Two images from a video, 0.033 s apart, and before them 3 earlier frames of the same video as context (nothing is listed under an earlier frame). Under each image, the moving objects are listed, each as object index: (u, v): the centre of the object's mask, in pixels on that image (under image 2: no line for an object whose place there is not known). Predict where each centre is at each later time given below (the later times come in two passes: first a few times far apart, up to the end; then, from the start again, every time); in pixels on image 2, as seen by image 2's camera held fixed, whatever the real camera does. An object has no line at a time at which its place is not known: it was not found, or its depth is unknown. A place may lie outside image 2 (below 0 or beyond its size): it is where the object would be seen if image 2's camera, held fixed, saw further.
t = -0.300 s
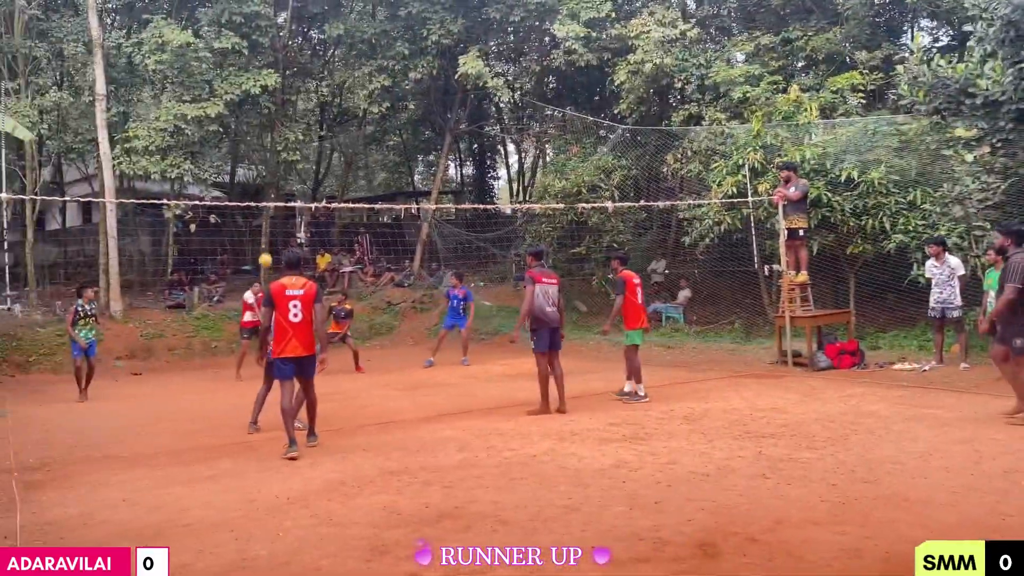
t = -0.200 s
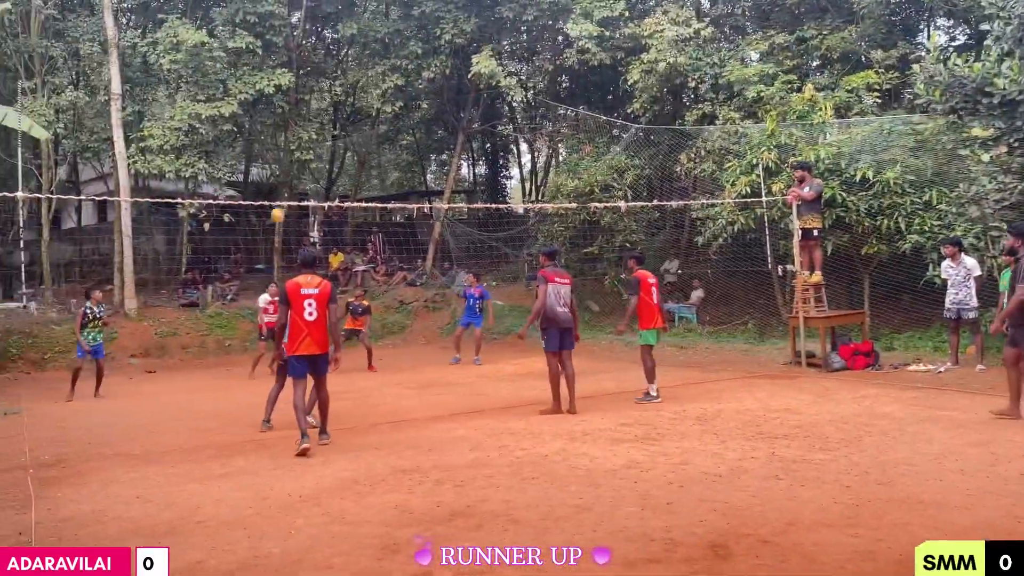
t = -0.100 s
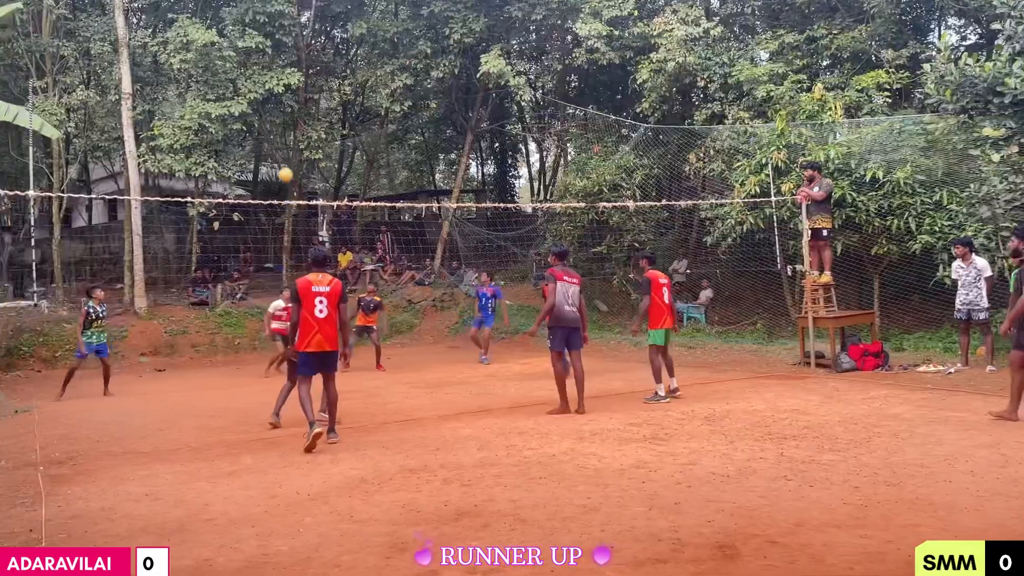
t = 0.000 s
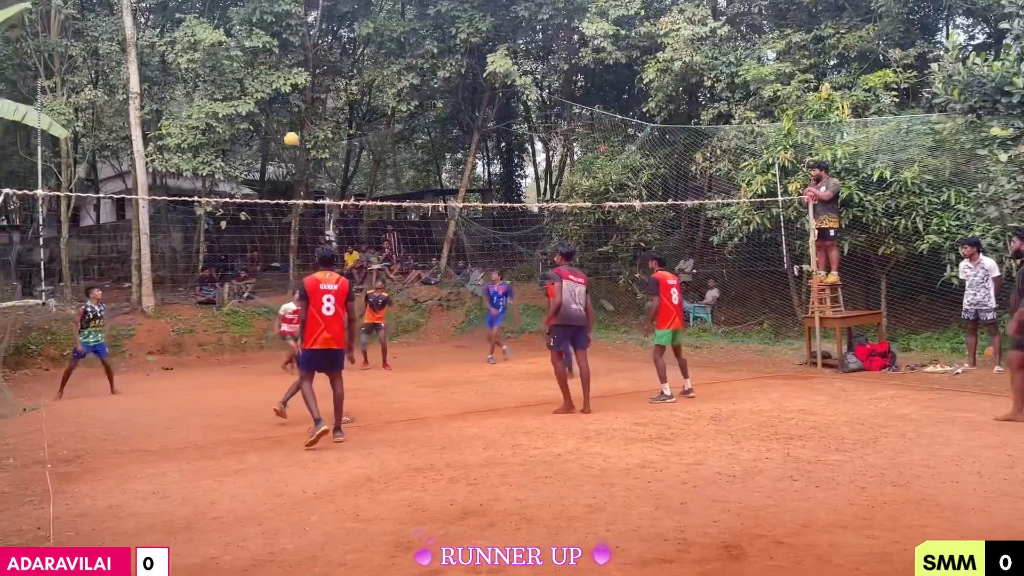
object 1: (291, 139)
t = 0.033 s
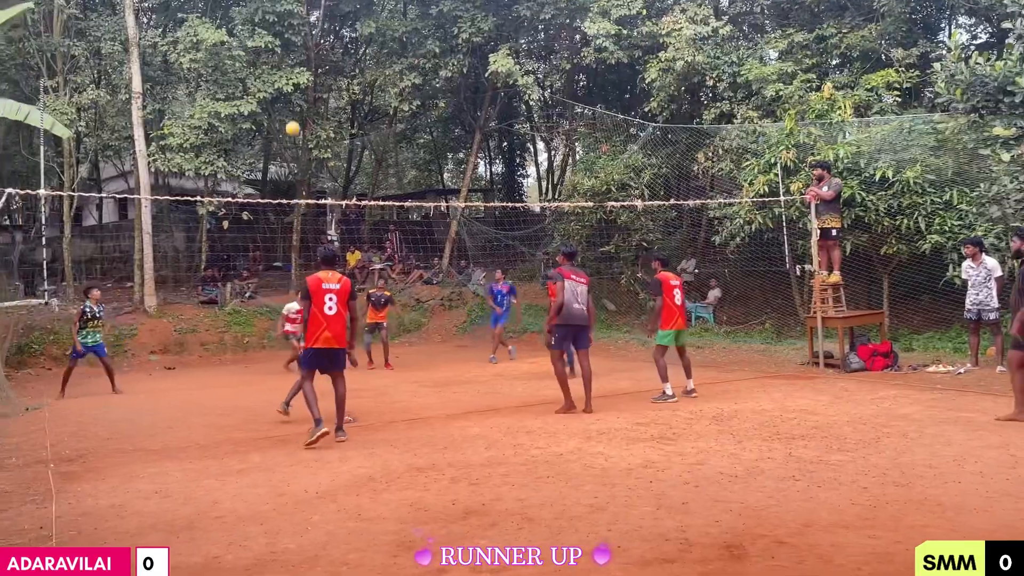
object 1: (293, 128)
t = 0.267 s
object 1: (291, 71)
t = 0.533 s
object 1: (289, 42)
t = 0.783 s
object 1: (288, 58)
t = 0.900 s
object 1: (288, 81)
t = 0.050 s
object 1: (293, 123)
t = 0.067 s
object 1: (292, 118)
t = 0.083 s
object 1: (292, 114)
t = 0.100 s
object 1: (292, 109)
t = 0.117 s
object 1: (292, 104)
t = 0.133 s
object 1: (292, 100)
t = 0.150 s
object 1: (292, 96)
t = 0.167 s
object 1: (292, 92)
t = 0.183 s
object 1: (292, 88)
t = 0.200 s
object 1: (291, 84)
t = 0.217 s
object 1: (291, 80)
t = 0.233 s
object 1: (291, 78)
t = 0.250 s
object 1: (291, 75)
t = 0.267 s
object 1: (291, 71)
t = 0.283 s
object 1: (291, 69)
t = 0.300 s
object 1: (290, 64)
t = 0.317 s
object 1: (290, 63)
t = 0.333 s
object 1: (290, 60)
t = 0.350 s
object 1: (289, 57)
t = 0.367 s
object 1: (290, 55)
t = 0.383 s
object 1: (290, 53)
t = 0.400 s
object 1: (289, 51)
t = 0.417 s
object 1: (289, 51)
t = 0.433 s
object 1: (289, 48)
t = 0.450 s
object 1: (289, 47)
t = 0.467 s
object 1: (289, 45)
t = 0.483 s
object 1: (289, 45)
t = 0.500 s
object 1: (289, 44)
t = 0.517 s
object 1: (289, 43)
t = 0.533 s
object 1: (289, 42)
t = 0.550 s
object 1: (289, 42)
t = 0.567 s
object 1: (289, 43)
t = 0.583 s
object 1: (289, 42)
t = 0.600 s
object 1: (289, 43)
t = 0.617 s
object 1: (289, 43)
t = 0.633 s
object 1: (289, 44)
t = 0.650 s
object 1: (288, 44)
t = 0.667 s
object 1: (289, 45)
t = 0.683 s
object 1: (288, 47)
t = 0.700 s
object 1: (288, 48)
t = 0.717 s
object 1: (288, 50)
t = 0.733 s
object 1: (288, 52)
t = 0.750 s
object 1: (288, 54)
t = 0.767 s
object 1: (289, 56)
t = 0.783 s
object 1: (288, 58)
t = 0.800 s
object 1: (288, 61)
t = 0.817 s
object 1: (289, 64)
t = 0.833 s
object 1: (289, 67)
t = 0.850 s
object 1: (289, 72)
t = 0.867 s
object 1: (289, 73)
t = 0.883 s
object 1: (289, 79)
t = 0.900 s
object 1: (288, 81)
